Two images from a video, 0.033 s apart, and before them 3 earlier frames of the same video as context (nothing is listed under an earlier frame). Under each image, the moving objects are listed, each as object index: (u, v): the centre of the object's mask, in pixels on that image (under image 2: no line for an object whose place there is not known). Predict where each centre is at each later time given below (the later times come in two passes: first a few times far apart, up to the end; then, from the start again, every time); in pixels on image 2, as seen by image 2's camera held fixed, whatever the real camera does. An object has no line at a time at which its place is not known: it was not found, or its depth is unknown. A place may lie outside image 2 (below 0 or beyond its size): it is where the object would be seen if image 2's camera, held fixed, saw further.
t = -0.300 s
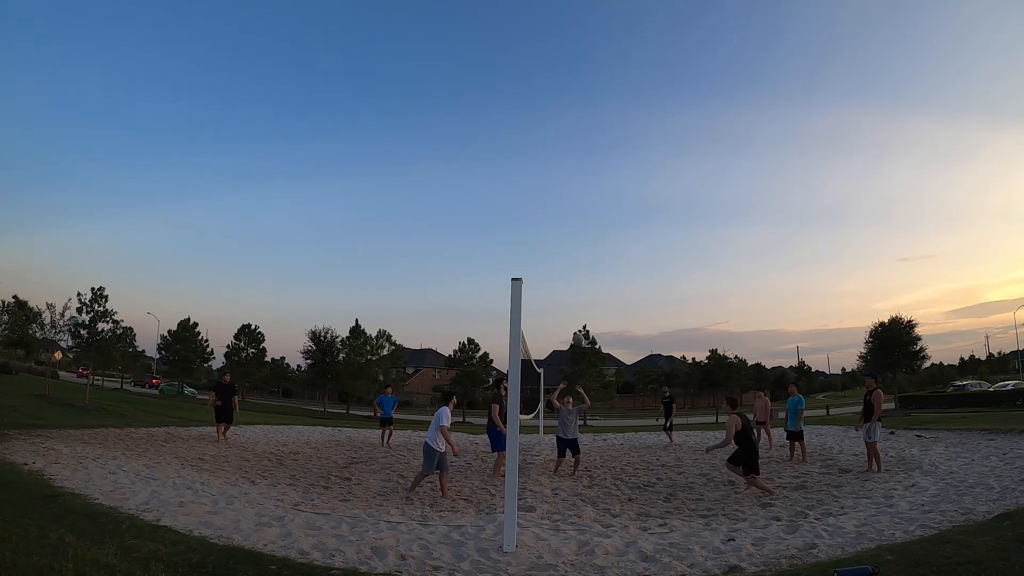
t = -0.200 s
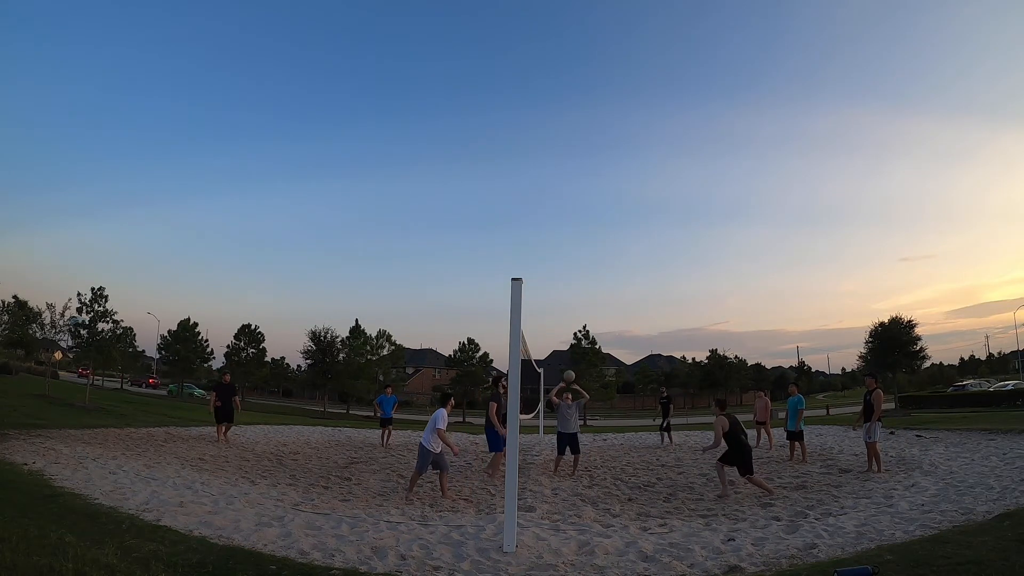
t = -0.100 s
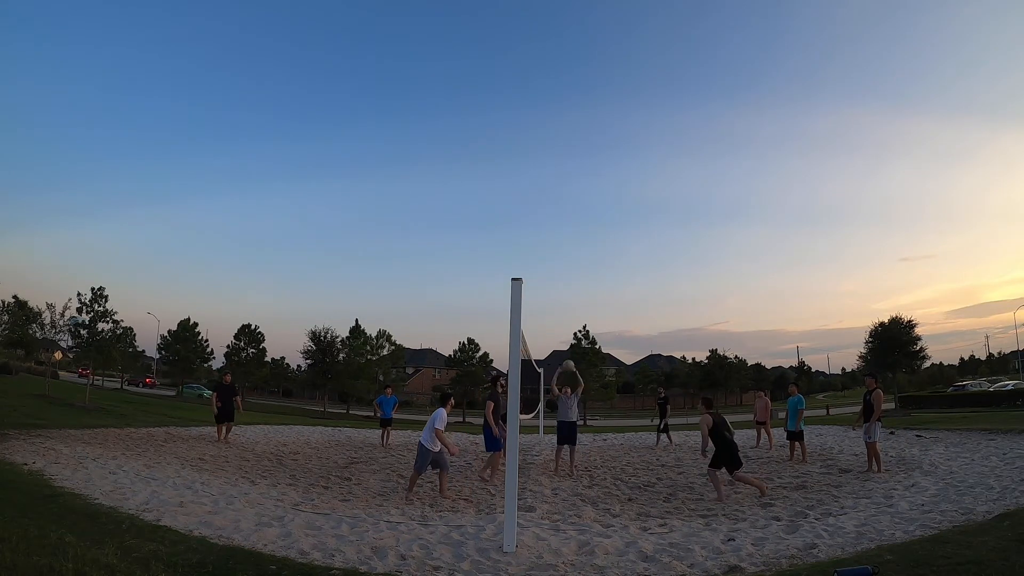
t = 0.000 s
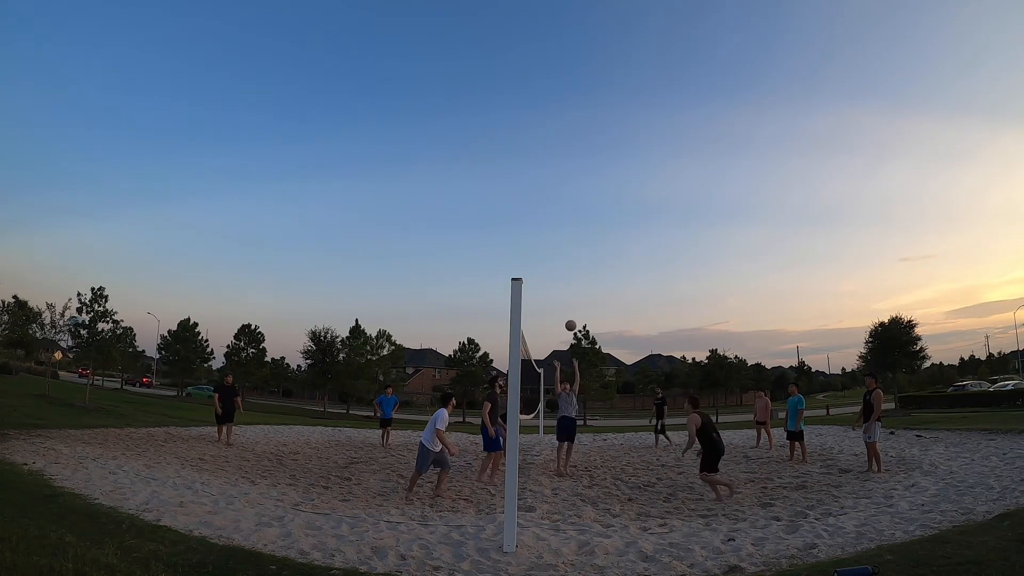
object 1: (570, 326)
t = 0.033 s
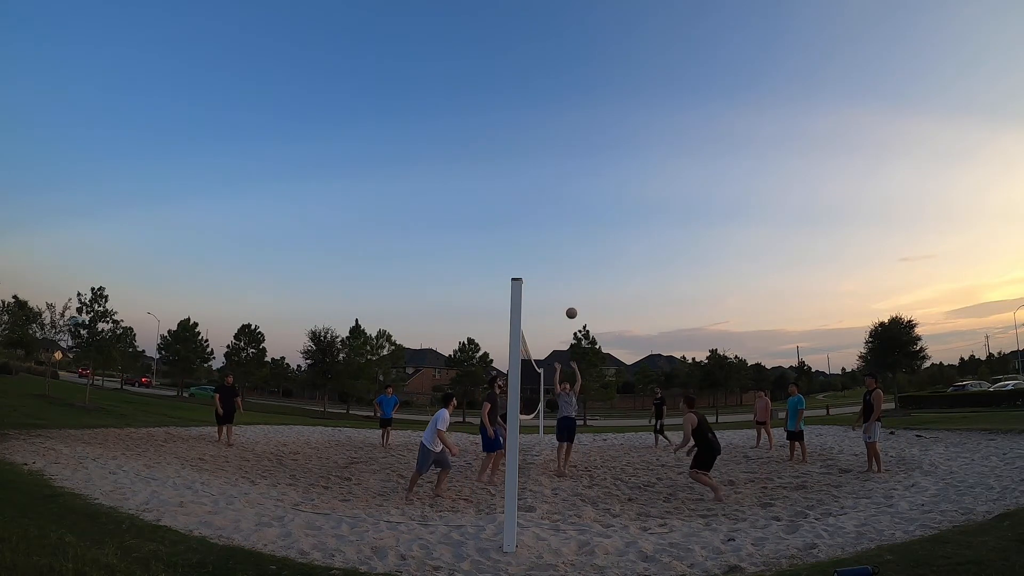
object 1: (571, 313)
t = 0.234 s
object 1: (576, 252)
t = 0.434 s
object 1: (582, 211)
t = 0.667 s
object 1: (589, 189)
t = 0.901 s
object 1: (598, 195)
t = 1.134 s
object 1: (609, 235)
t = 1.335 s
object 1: (619, 304)
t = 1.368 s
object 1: (621, 319)
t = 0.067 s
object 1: (572, 301)
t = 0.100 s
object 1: (573, 290)
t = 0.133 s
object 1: (574, 279)
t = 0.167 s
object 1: (574, 270)
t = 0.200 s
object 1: (575, 260)
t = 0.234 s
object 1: (576, 252)
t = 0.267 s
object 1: (577, 243)
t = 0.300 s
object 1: (578, 236)
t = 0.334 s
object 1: (579, 229)
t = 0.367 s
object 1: (580, 222)
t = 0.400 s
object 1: (581, 216)
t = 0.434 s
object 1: (582, 211)
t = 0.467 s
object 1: (583, 206)
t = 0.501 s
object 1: (584, 202)
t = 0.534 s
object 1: (585, 198)
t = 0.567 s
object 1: (586, 195)
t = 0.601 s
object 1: (587, 193)
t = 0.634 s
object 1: (588, 191)
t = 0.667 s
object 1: (589, 189)
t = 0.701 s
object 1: (590, 188)
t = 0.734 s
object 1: (591, 188)
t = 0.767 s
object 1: (593, 188)
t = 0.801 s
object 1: (594, 189)
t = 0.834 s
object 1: (595, 190)
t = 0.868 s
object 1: (596, 193)
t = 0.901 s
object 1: (598, 195)
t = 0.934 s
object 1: (599, 199)
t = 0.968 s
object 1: (601, 203)
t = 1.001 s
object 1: (602, 208)
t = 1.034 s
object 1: (604, 213)
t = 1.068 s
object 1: (606, 220)
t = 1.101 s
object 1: (607, 227)
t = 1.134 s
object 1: (609, 235)
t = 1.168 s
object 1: (611, 244)
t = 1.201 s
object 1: (612, 254)
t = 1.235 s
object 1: (614, 265)
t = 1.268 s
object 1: (616, 277)
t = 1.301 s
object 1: (618, 290)
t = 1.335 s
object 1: (619, 304)
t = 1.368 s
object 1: (621, 319)
